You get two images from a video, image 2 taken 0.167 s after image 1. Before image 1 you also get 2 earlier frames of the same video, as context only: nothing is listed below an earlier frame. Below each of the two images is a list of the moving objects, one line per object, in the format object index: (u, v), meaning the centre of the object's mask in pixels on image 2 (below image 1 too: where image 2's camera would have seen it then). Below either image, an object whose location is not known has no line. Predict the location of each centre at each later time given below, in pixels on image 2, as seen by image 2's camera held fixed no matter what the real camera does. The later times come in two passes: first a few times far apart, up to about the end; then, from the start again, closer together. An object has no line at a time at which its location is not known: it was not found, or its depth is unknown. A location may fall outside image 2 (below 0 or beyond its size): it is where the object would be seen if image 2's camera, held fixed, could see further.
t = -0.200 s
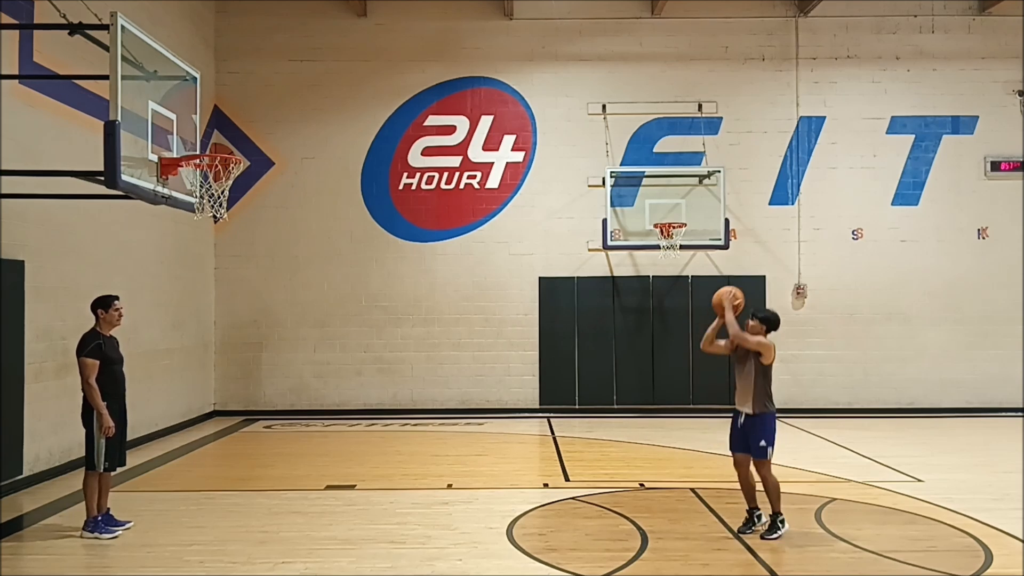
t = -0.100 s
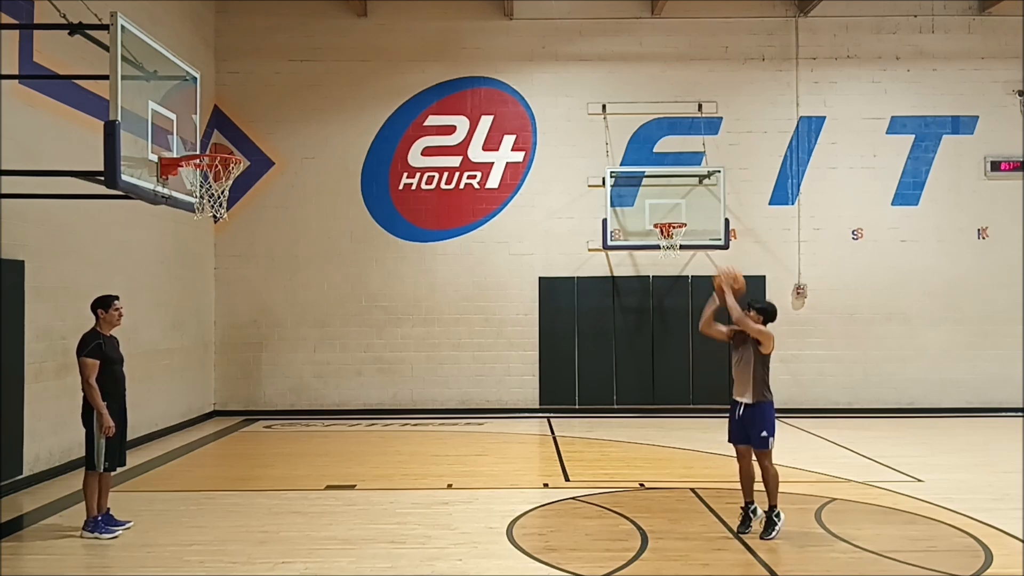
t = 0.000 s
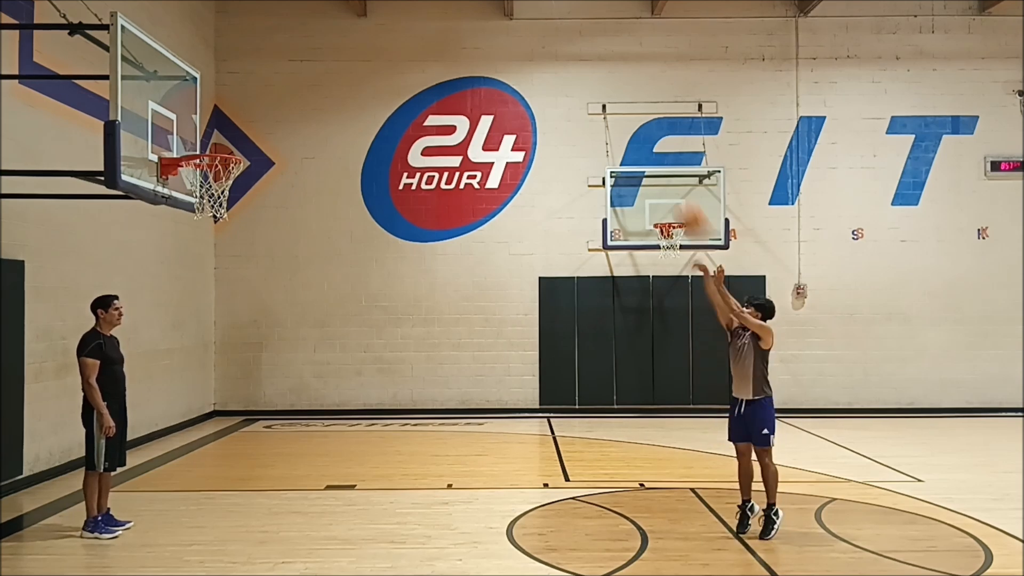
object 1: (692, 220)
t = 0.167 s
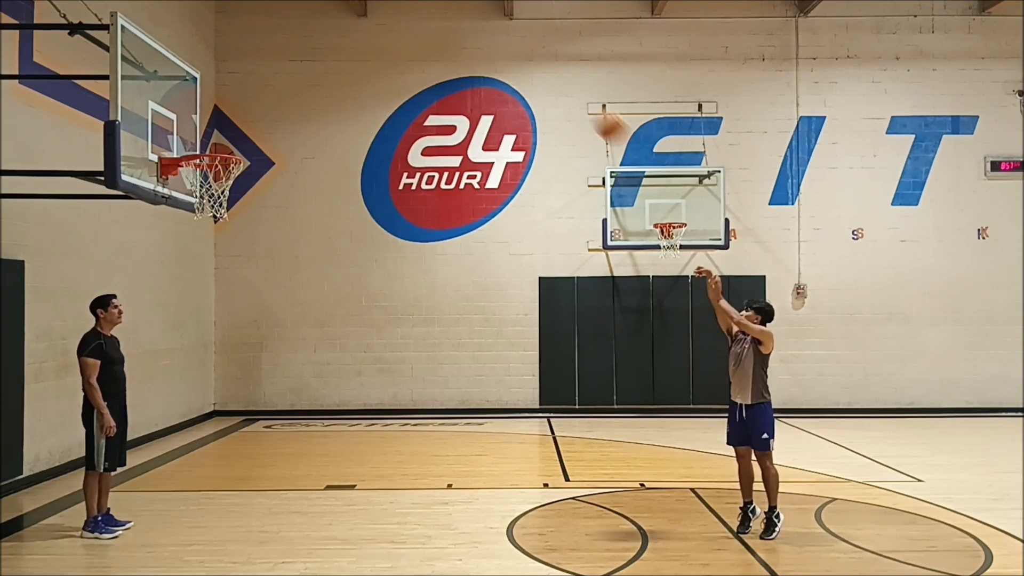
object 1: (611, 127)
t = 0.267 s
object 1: (563, 84)
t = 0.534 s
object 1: (440, 34)
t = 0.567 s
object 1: (425, 33)
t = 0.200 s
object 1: (593, 111)
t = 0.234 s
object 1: (578, 96)
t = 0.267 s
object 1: (563, 84)
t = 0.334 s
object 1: (532, 63)
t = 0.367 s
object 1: (516, 55)
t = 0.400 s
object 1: (501, 49)
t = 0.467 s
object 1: (470, 38)
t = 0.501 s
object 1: (455, 35)
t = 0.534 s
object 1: (440, 34)
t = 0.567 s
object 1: (425, 33)
